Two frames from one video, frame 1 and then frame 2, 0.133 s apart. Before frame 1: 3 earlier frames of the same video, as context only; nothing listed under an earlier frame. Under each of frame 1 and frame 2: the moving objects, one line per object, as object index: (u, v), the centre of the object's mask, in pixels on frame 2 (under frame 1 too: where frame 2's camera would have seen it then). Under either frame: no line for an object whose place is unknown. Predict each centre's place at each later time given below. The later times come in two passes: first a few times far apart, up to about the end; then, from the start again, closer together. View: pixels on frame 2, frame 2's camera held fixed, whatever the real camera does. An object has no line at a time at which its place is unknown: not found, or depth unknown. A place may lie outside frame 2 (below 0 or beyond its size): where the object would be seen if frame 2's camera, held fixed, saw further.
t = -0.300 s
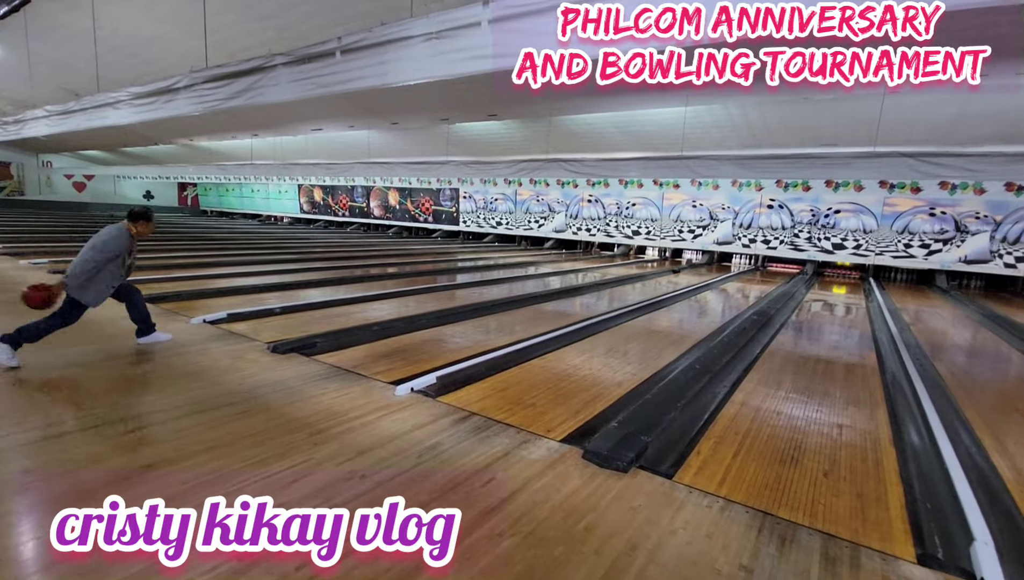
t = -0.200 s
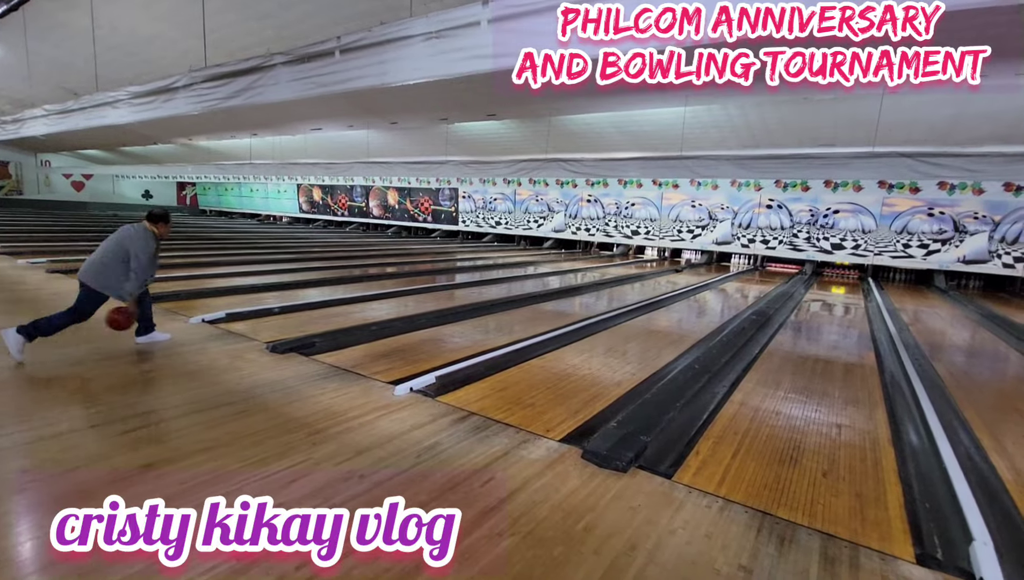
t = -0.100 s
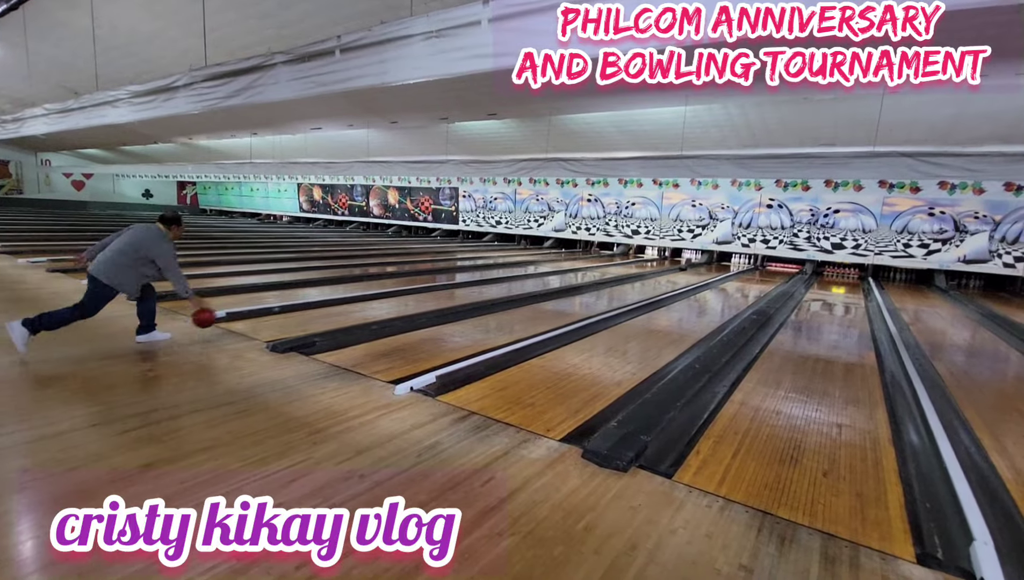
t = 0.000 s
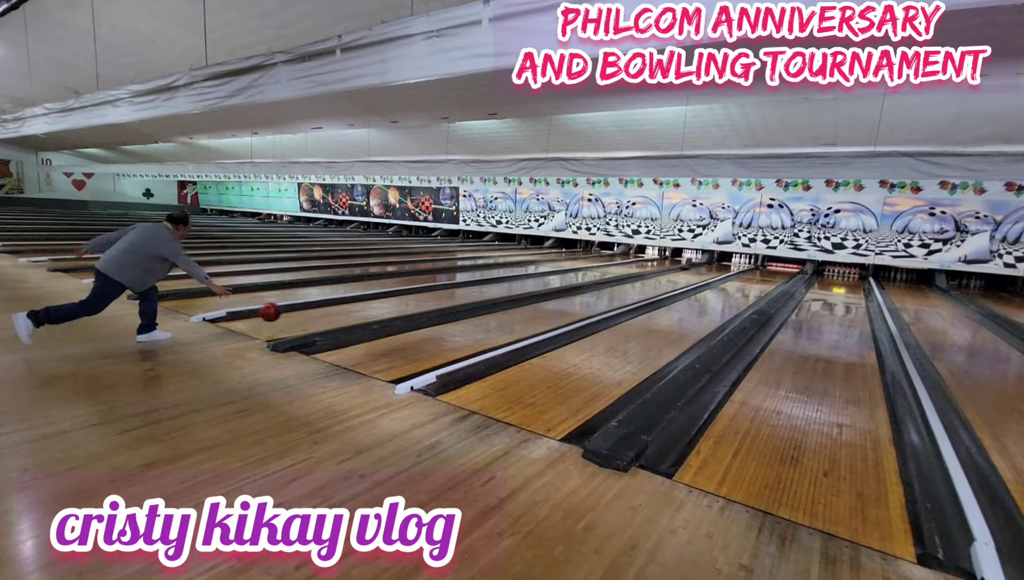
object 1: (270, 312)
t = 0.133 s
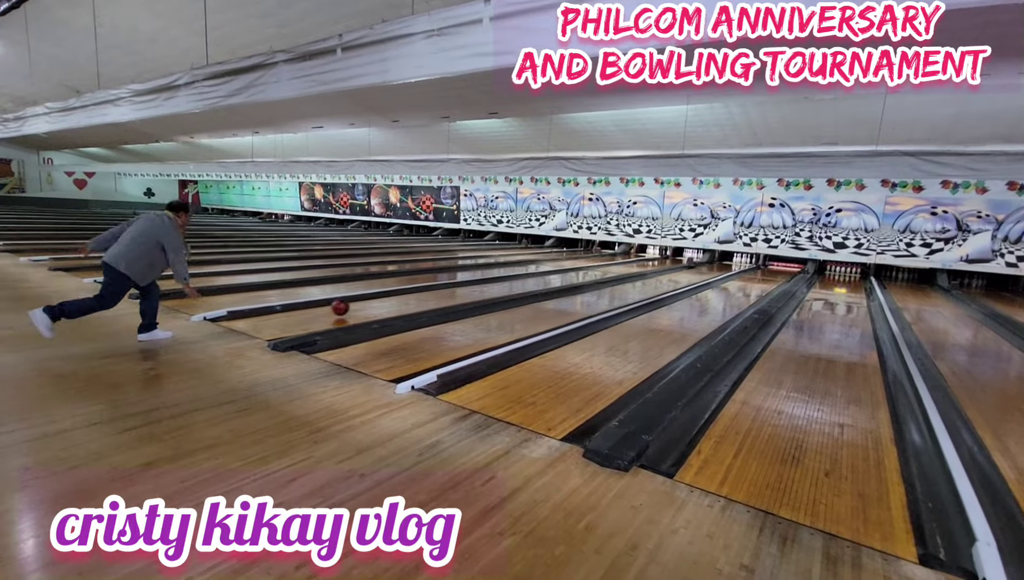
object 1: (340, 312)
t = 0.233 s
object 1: (381, 306)
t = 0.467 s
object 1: (457, 295)
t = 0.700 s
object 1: (511, 287)
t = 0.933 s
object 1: (552, 281)
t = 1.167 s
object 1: (584, 276)
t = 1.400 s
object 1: (610, 271)
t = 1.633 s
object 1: (631, 269)
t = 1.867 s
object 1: (649, 265)
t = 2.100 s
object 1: (661, 263)
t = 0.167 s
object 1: (354, 310)
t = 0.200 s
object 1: (368, 309)
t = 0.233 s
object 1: (381, 306)
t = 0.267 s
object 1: (394, 305)
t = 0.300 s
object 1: (406, 304)
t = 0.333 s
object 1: (417, 302)
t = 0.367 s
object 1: (427, 300)
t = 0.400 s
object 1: (437, 298)
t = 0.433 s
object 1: (448, 296)
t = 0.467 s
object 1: (457, 295)
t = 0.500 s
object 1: (465, 294)
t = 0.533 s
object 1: (474, 292)
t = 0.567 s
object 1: (482, 291)
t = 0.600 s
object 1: (490, 290)
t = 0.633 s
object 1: (497, 289)
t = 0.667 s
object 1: (504, 288)
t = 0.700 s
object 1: (511, 287)
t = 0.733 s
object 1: (517, 286)
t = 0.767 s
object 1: (523, 285)
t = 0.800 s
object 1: (530, 284)
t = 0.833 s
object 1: (535, 284)
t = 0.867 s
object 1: (541, 283)
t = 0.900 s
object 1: (546, 282)
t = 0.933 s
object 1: (552, 281)
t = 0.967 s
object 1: (557, 281)
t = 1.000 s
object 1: (562, 279)
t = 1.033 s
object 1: (566, 279)
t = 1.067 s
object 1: (571, 278)
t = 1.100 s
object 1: (576, 277)
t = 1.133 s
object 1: (580, 276)
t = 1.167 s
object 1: (584, 276)
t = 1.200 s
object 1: (588, 276)
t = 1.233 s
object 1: (592, 275)
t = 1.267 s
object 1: (596, 274)
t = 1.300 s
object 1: (598, 274)
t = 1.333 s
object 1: (603, 273)
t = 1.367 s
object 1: (605, 273)
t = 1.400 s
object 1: (610, 271)
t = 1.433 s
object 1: (613, 271)
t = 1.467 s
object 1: (616, 271)
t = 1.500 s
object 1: (619, 270)
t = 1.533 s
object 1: (623, 270)
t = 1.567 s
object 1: (626, 269)
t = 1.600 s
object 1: (628, 269)
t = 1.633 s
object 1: (631, 269)
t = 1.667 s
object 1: (634, 269)
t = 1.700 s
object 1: (637, 268)
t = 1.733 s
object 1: (640, 267)
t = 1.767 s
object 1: (642, 267)
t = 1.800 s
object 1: (644, 267)
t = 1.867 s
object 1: (649, 265)
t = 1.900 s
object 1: (651, 265)
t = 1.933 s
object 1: (653, 265)
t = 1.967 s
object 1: (654, 264)
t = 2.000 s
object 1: (656, 264)
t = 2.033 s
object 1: (659, 264)
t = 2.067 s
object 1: (660, 263)
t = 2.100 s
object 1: (661, 263)
